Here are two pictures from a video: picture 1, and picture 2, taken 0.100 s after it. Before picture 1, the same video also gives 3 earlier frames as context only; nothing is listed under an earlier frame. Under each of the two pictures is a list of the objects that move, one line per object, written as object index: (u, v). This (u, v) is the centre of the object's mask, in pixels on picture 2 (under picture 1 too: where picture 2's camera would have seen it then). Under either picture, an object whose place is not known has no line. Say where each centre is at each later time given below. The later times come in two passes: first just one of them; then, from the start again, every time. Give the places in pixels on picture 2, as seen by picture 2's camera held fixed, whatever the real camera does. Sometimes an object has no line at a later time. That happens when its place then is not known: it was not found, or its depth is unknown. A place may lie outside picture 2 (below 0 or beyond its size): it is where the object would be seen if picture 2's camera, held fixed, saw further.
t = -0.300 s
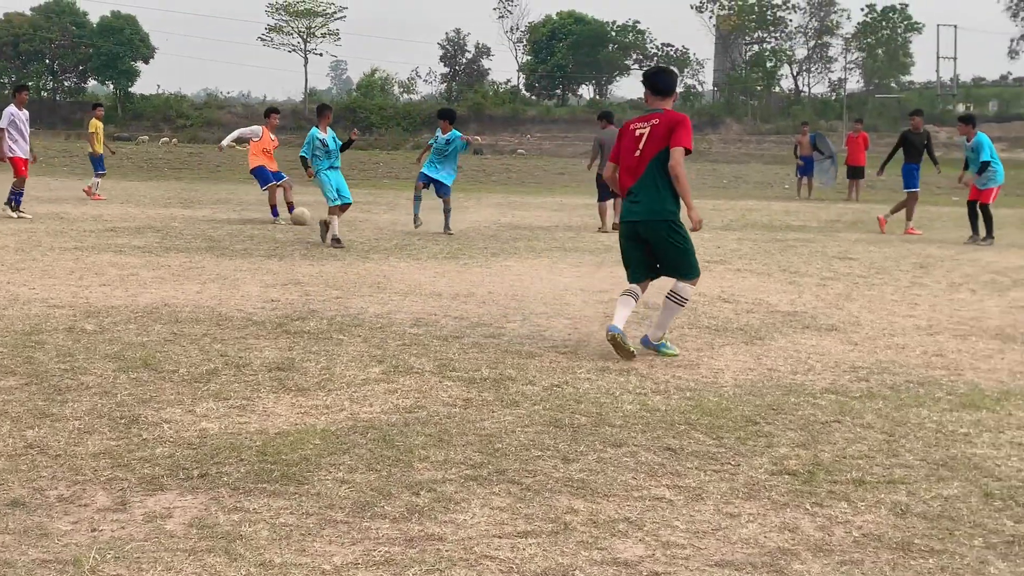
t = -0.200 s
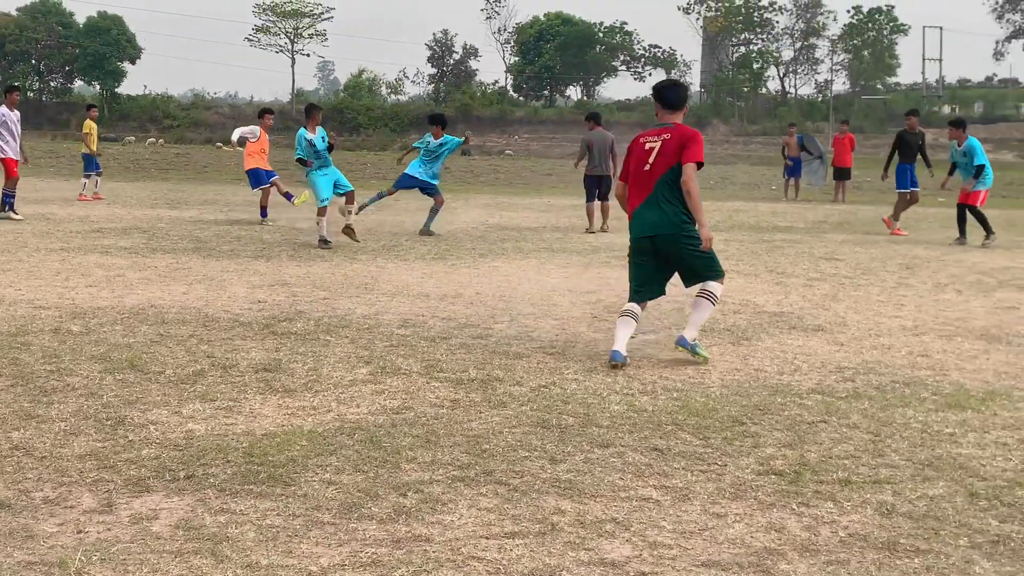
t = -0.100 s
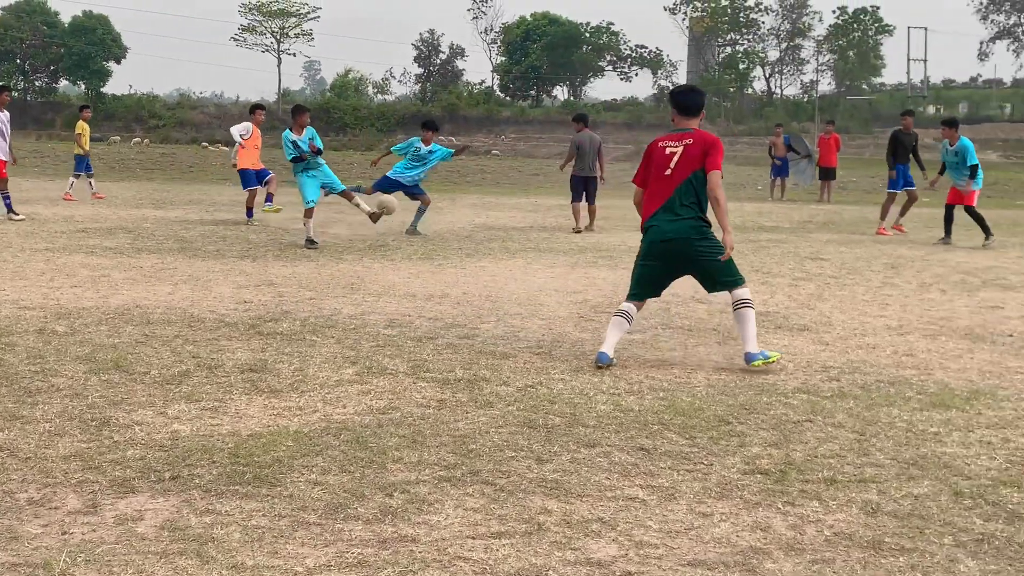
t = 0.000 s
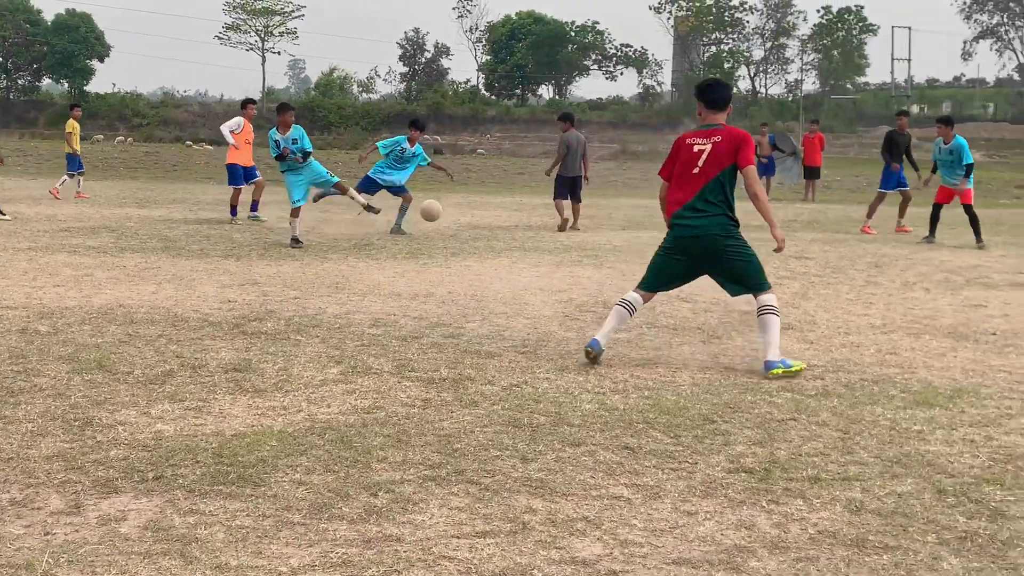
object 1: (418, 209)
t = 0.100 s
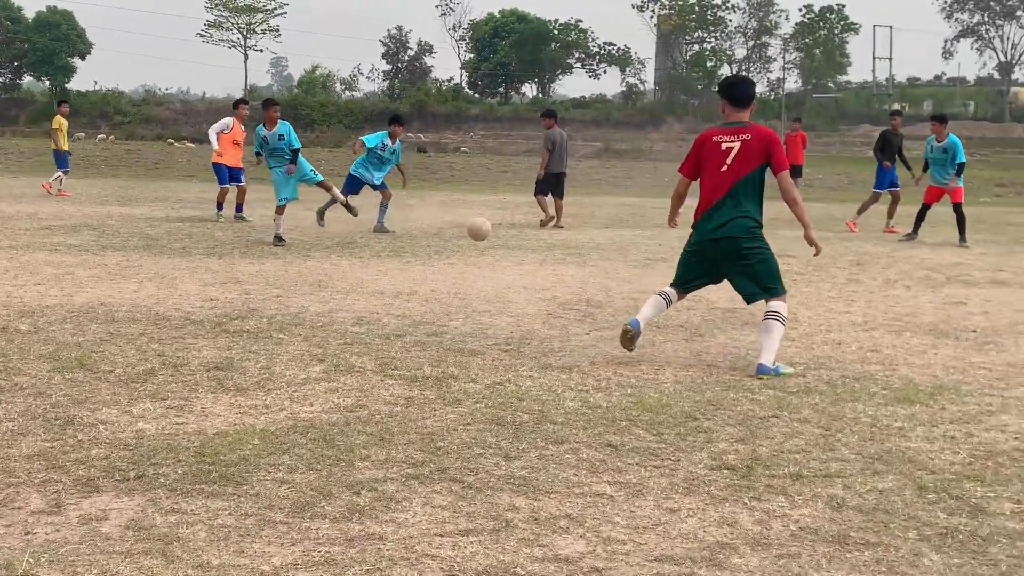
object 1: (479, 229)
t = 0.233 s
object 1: (570, 264)
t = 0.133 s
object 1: (501, 239)
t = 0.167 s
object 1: (525, 250)
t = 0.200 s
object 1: (550, 264)
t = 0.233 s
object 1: (570, 264)
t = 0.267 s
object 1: (587, 258)
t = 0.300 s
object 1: (604, 254)
